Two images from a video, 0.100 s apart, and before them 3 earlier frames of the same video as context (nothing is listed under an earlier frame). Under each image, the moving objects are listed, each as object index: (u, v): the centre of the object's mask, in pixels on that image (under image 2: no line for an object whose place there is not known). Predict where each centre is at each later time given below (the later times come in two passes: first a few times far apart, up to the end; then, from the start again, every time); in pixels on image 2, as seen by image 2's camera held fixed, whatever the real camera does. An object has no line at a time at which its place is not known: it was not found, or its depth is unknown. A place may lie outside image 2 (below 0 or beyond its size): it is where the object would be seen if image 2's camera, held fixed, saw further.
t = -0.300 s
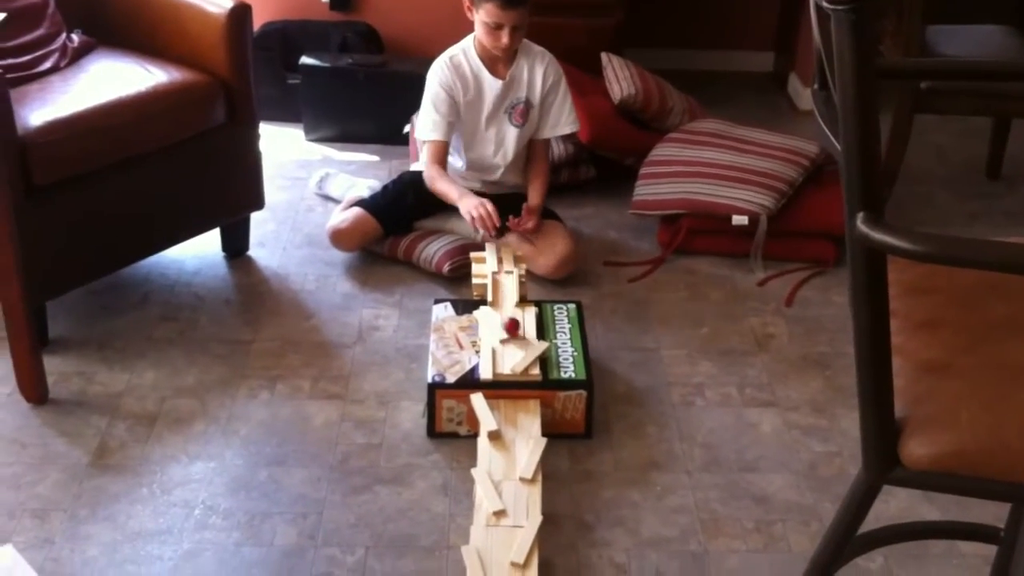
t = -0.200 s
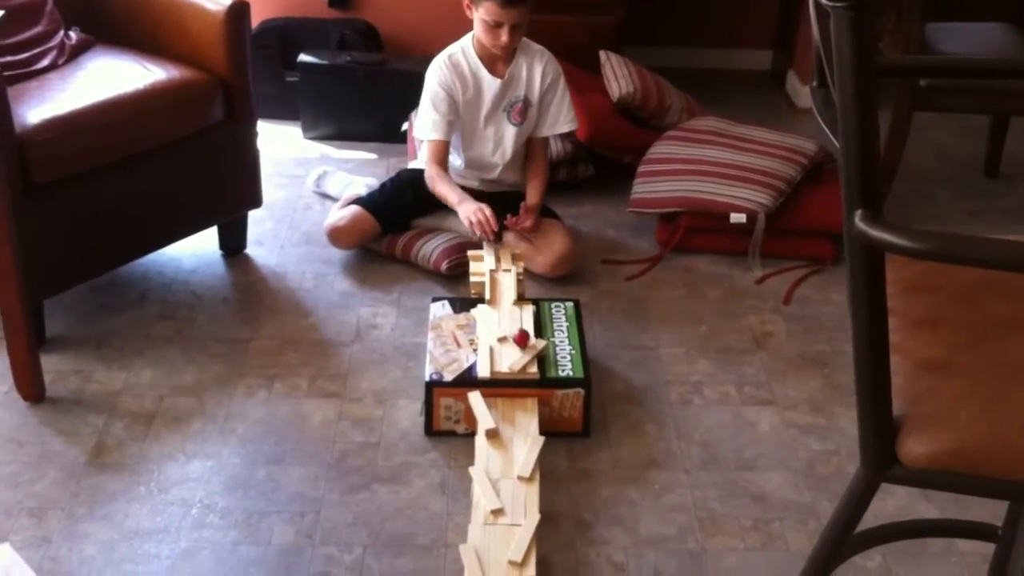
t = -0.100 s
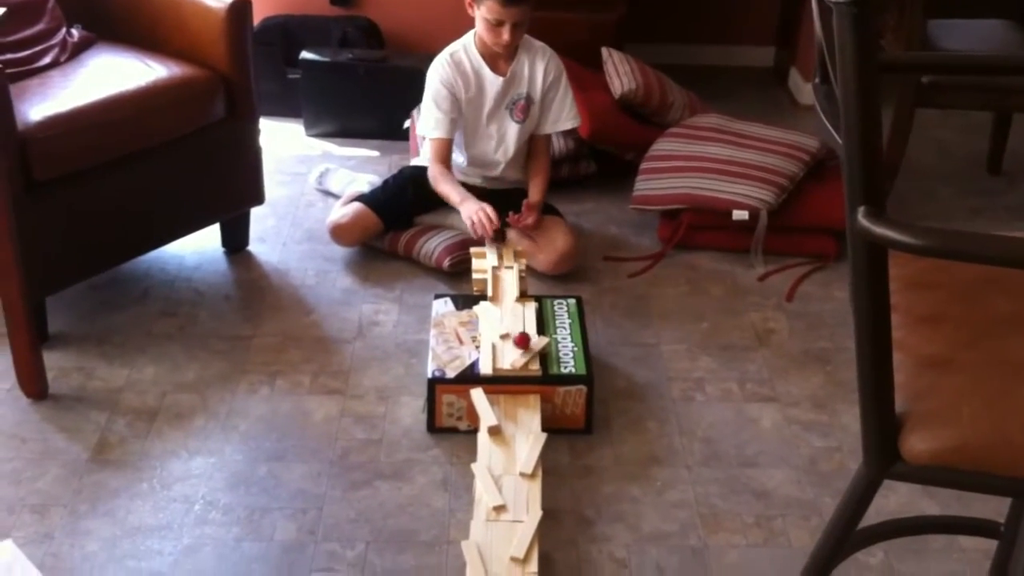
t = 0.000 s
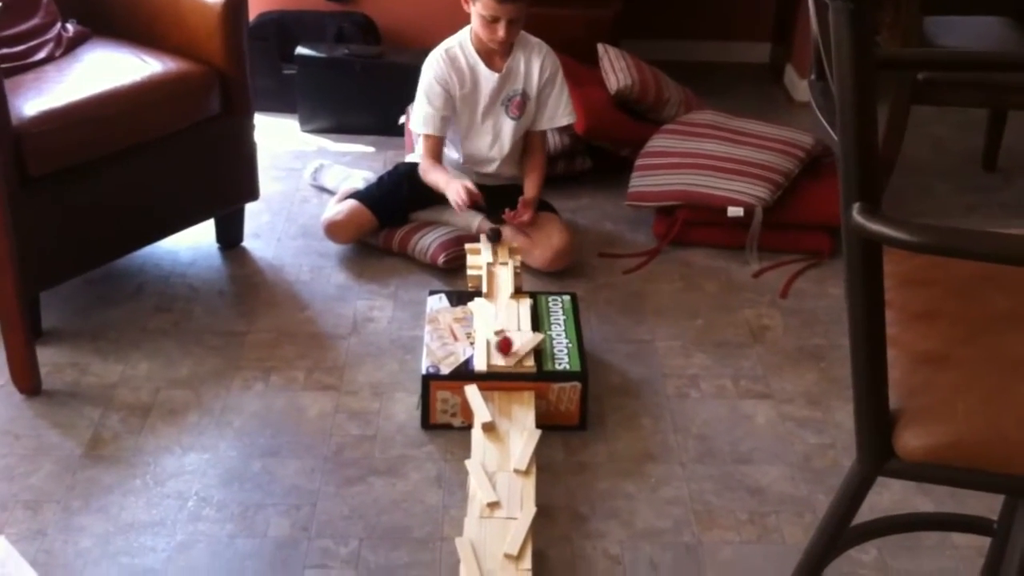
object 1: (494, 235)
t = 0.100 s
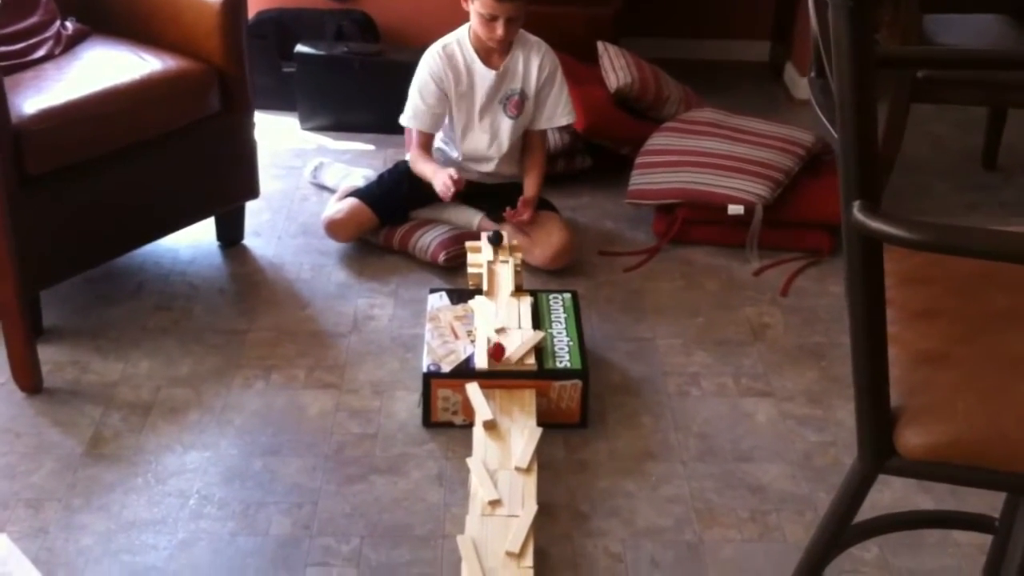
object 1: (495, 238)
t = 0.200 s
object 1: (496, 245)
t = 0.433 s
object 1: (498, 269)
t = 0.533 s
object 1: (501, 284)
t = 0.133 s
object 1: (495, 240)
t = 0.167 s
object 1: (495, 241)
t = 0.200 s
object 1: (496, 245)
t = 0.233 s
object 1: (496, 247)
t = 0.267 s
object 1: (496, 250)
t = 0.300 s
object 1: (496, 252)
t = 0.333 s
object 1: (496, 256)
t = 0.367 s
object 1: (497, 261)
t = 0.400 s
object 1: (497, 264)
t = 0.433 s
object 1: (498, 269)
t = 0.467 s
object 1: (498, 274)
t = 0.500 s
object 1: (500, 279)
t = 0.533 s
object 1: (501, 284)
